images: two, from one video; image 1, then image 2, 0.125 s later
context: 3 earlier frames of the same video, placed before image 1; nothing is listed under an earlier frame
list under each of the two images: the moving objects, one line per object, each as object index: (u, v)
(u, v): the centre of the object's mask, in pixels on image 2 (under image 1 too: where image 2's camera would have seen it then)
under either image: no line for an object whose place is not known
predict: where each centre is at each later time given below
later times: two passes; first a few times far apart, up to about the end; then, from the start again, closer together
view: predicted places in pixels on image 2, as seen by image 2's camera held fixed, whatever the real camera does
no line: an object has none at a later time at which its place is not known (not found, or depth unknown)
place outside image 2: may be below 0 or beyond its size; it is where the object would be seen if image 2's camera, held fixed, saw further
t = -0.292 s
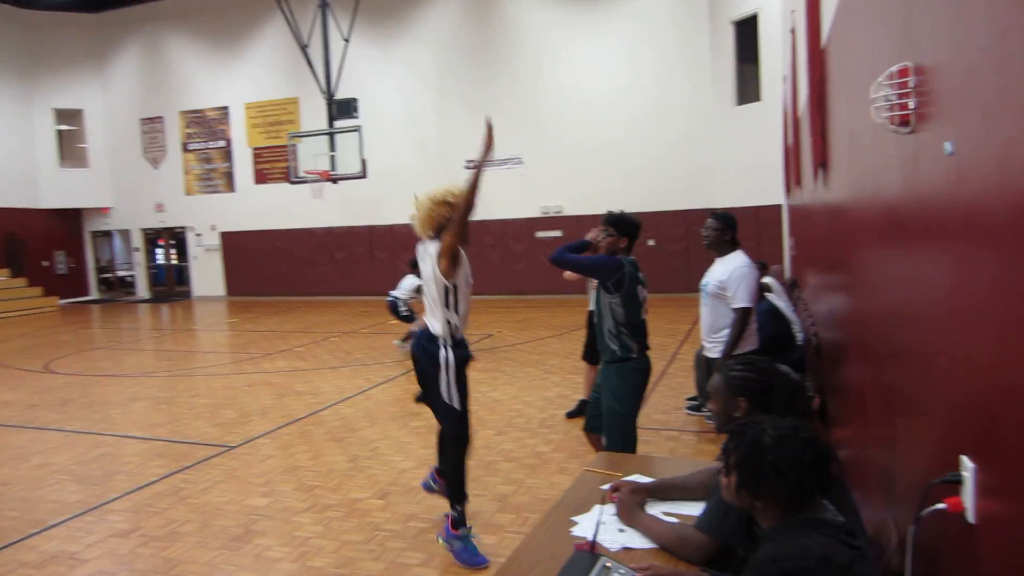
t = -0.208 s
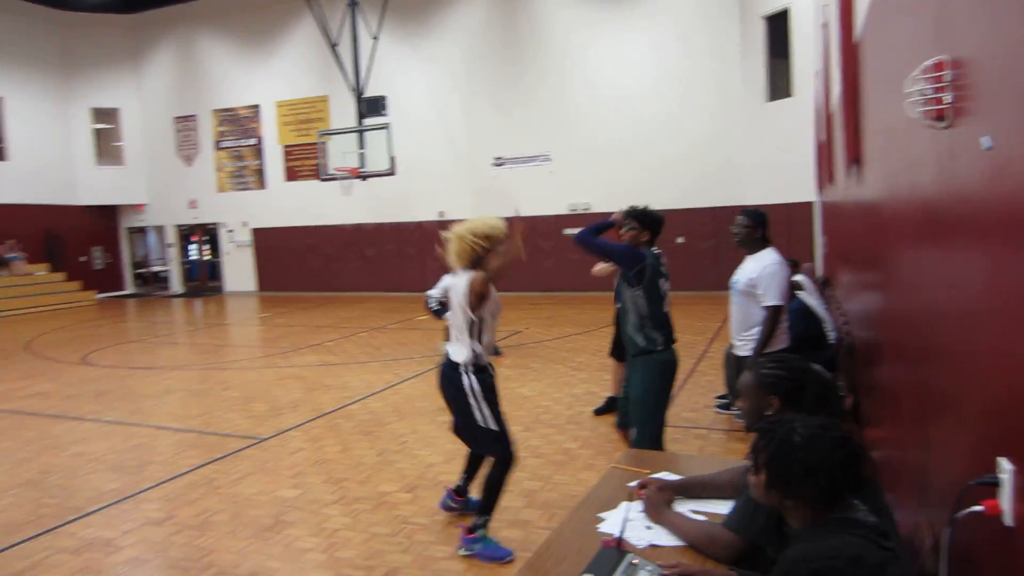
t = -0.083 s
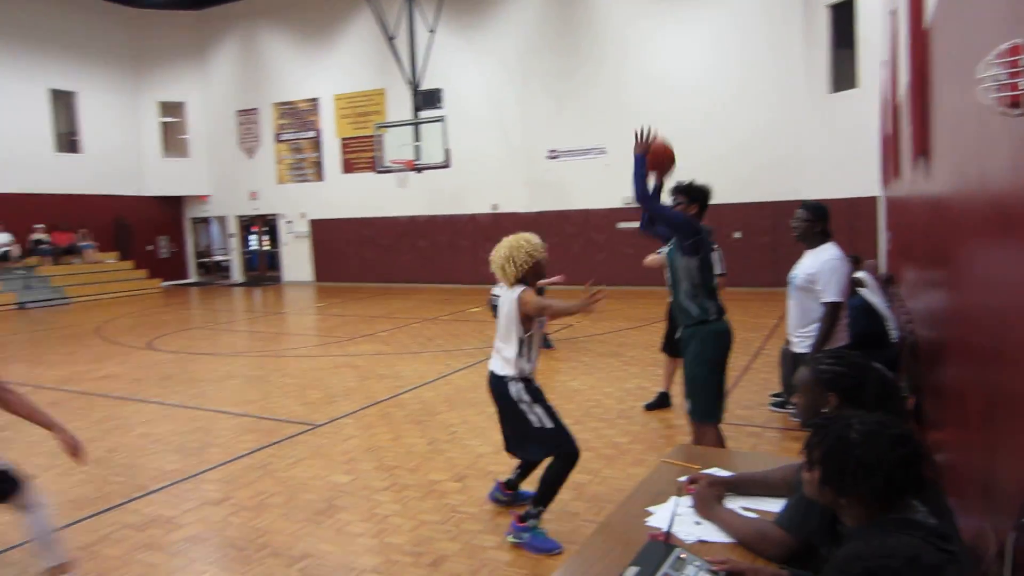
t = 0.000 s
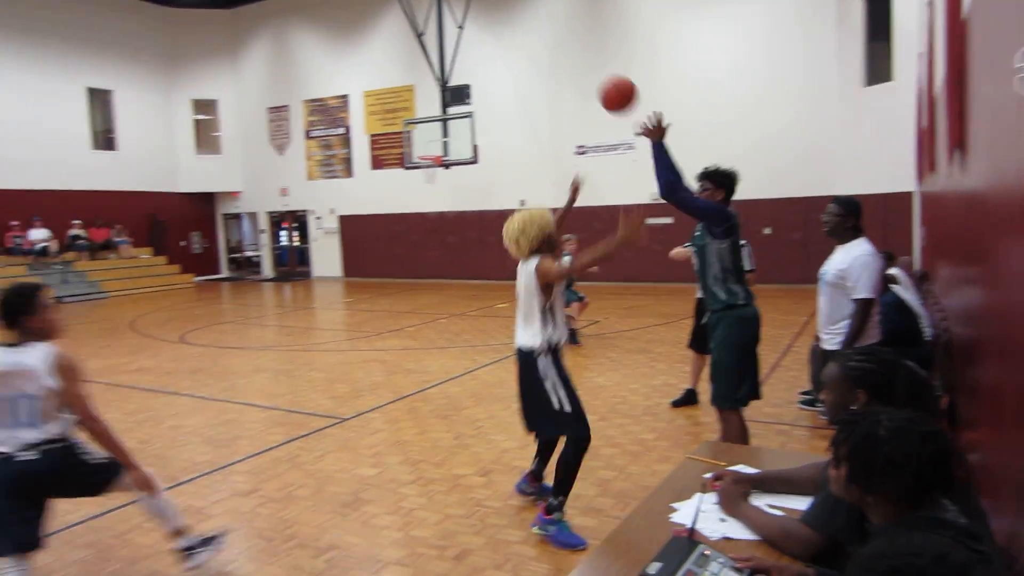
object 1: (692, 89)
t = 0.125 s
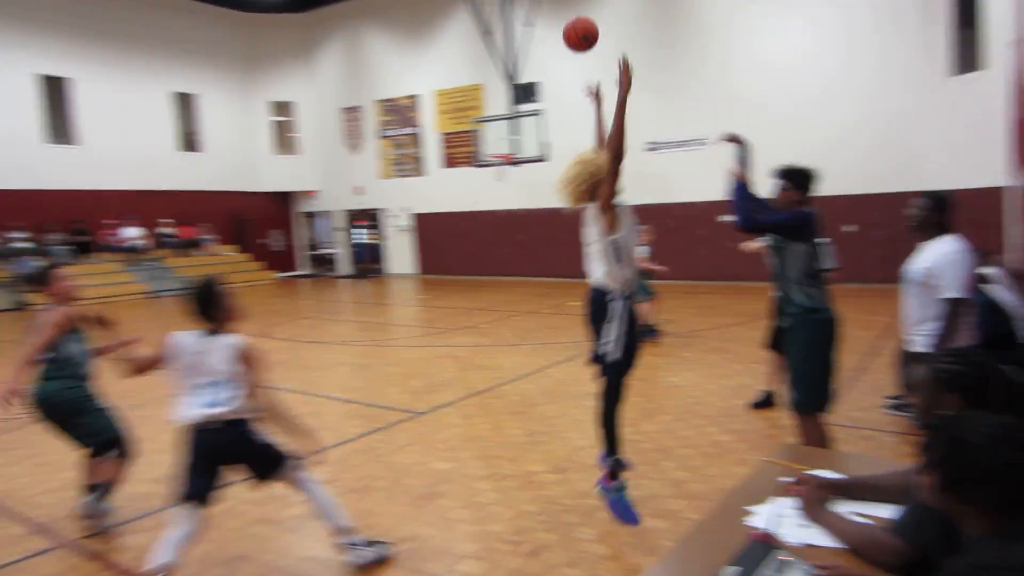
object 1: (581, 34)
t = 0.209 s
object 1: (516, 16)
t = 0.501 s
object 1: (354, 33)
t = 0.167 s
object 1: (547, 22)
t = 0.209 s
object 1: (516, 16)
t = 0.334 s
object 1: (441, 11)
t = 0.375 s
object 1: (418, 12)
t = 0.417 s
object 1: (396, 15)
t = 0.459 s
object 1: (375, 23)
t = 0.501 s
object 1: (354, 33)
